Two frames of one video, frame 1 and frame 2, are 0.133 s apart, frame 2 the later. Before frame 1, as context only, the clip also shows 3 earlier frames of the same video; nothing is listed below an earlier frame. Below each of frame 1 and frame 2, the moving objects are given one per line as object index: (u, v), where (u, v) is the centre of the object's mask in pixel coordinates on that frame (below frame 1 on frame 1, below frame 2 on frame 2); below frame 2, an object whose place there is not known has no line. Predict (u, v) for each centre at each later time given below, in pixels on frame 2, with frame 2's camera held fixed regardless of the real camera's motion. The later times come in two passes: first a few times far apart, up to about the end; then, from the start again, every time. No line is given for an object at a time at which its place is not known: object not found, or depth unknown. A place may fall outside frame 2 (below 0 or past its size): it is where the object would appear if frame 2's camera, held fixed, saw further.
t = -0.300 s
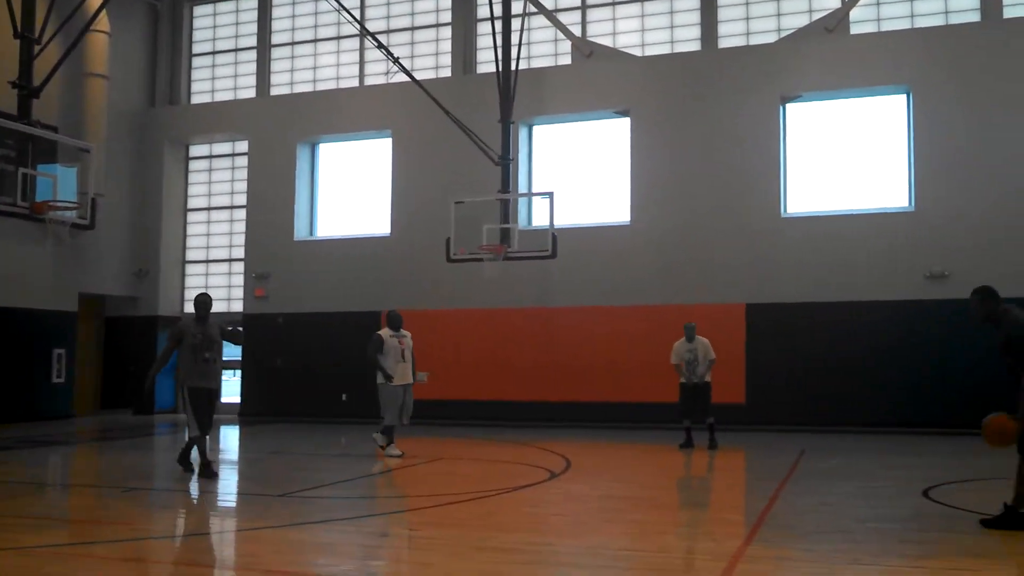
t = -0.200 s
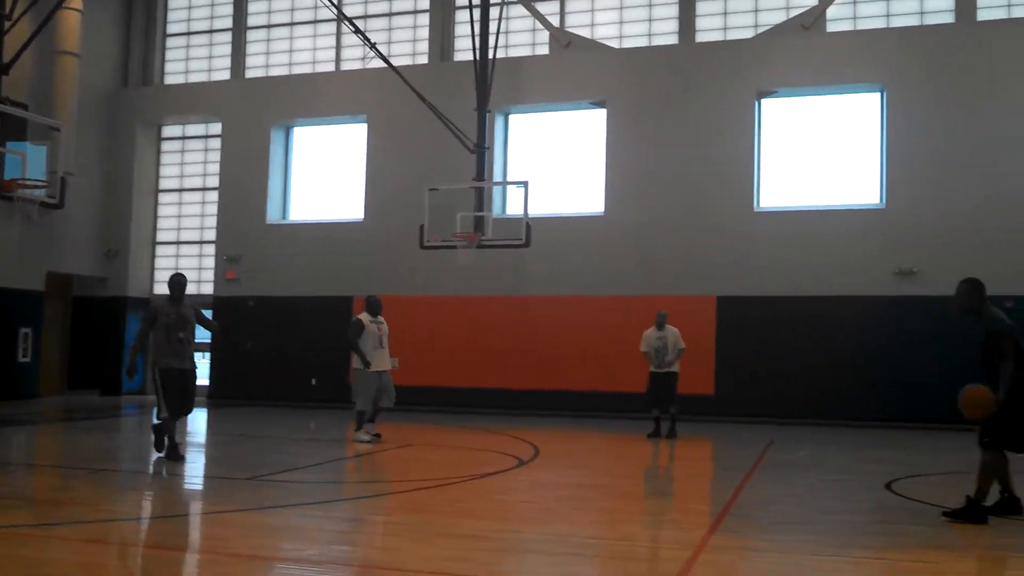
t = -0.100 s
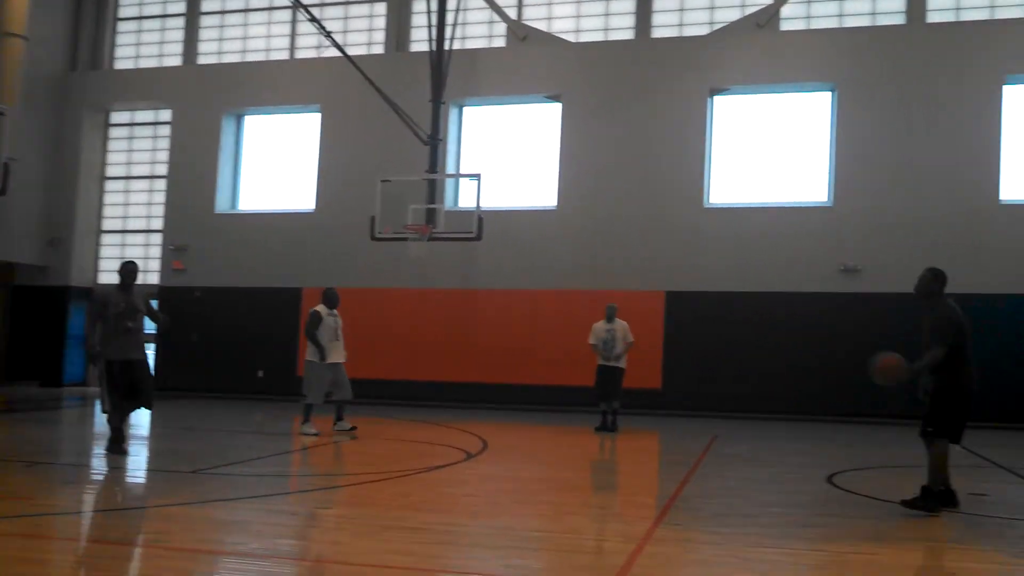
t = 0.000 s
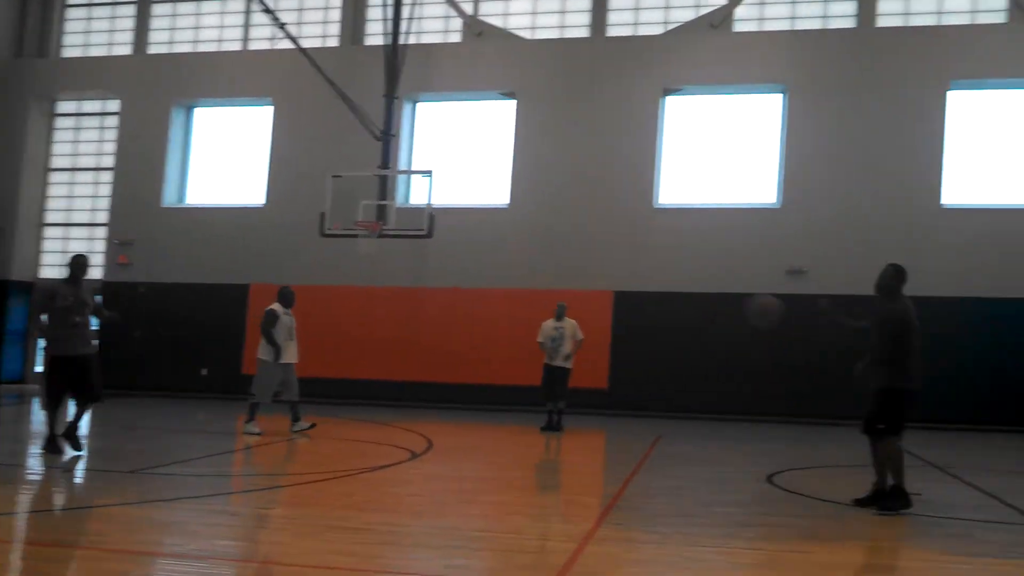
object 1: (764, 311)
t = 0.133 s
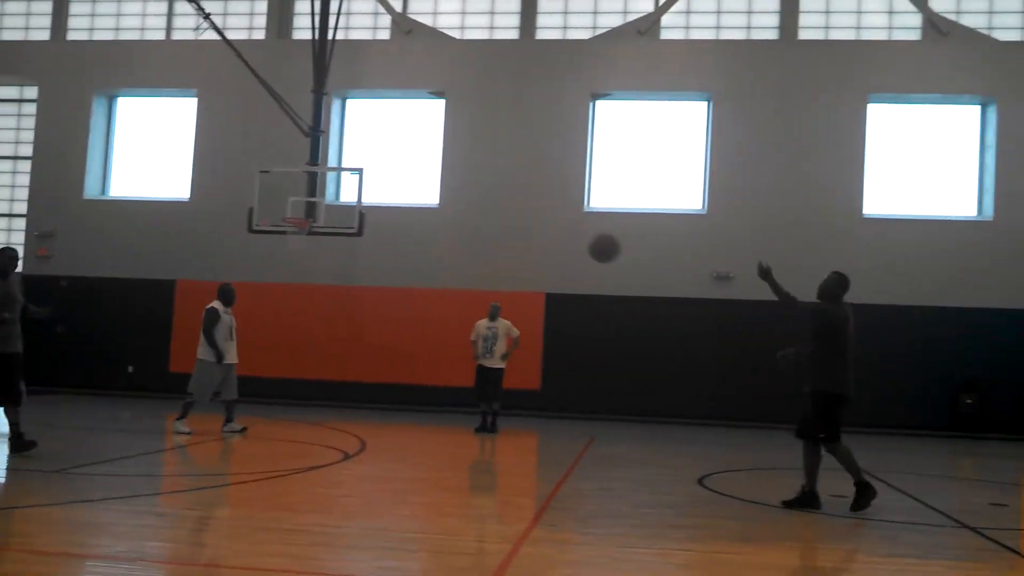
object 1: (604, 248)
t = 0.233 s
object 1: (540, 214)
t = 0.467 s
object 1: (400, 183)
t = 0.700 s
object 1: (271, 226)
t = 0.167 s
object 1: (583, 235)
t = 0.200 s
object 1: (562, 223)
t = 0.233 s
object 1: (540, 214)
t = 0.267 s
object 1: (520, 206)
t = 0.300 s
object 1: (500, 200)
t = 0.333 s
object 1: (479, 192)
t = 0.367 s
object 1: (458, 189)
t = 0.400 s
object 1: (440, 184)
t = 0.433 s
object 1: (421, 185)
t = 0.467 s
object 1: (400, 183)
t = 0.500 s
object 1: (383, 188)
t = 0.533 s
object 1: (364, 190)
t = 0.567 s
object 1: (346, 191)
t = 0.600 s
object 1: (329, 196)
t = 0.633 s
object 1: (312, 208)
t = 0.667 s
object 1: (293, 219)
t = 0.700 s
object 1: (271, 226)
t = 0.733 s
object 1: (252, 231)
